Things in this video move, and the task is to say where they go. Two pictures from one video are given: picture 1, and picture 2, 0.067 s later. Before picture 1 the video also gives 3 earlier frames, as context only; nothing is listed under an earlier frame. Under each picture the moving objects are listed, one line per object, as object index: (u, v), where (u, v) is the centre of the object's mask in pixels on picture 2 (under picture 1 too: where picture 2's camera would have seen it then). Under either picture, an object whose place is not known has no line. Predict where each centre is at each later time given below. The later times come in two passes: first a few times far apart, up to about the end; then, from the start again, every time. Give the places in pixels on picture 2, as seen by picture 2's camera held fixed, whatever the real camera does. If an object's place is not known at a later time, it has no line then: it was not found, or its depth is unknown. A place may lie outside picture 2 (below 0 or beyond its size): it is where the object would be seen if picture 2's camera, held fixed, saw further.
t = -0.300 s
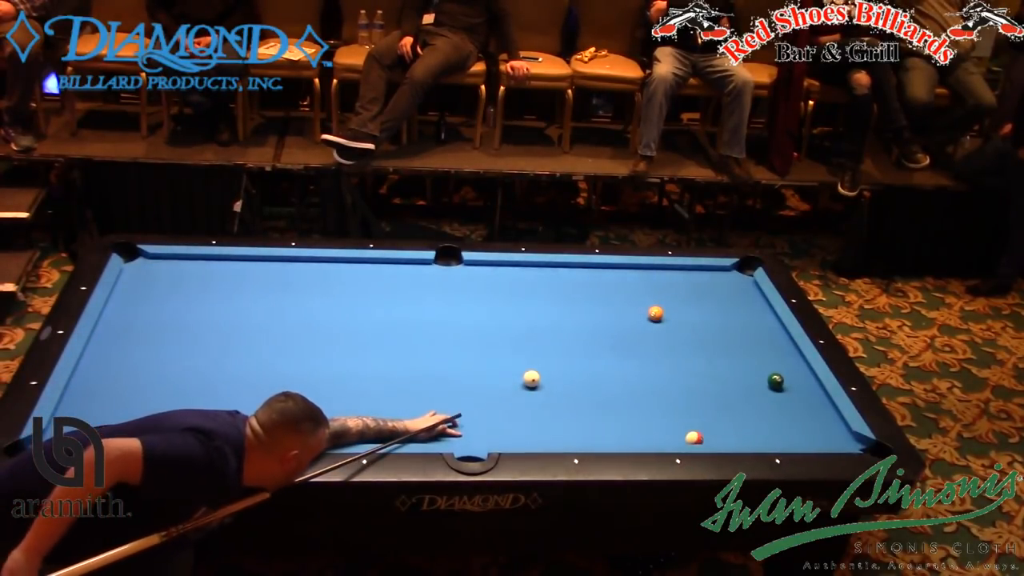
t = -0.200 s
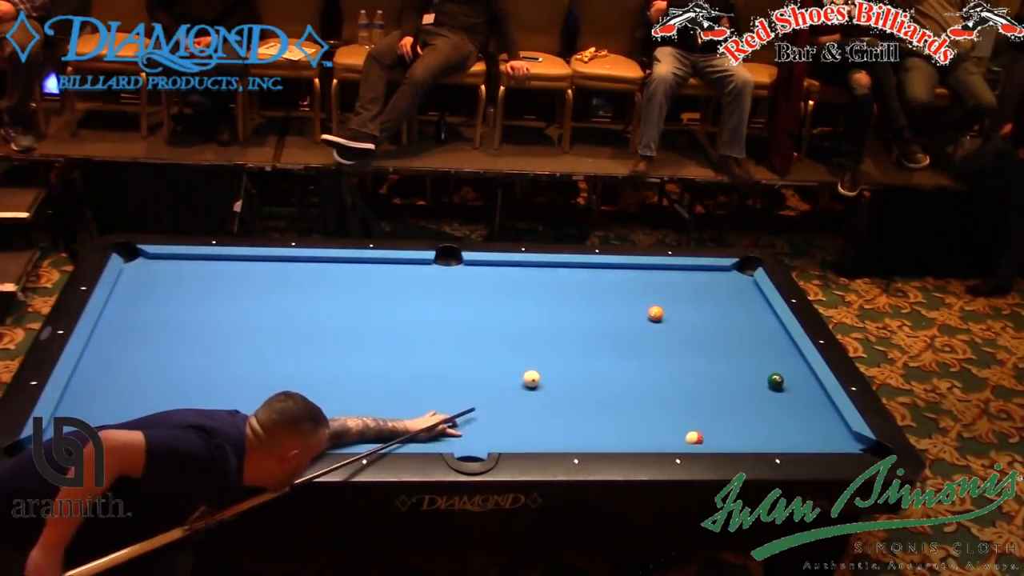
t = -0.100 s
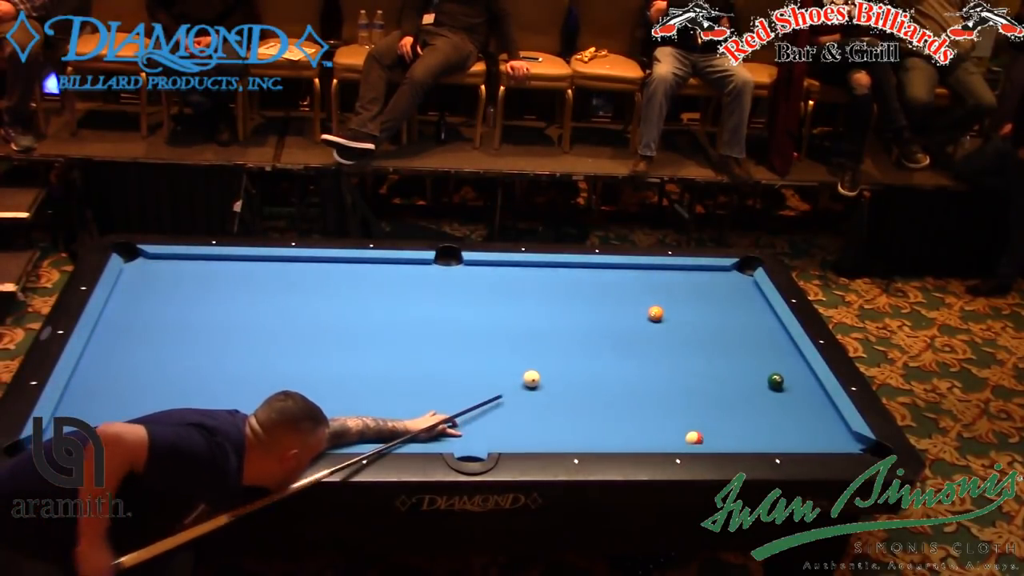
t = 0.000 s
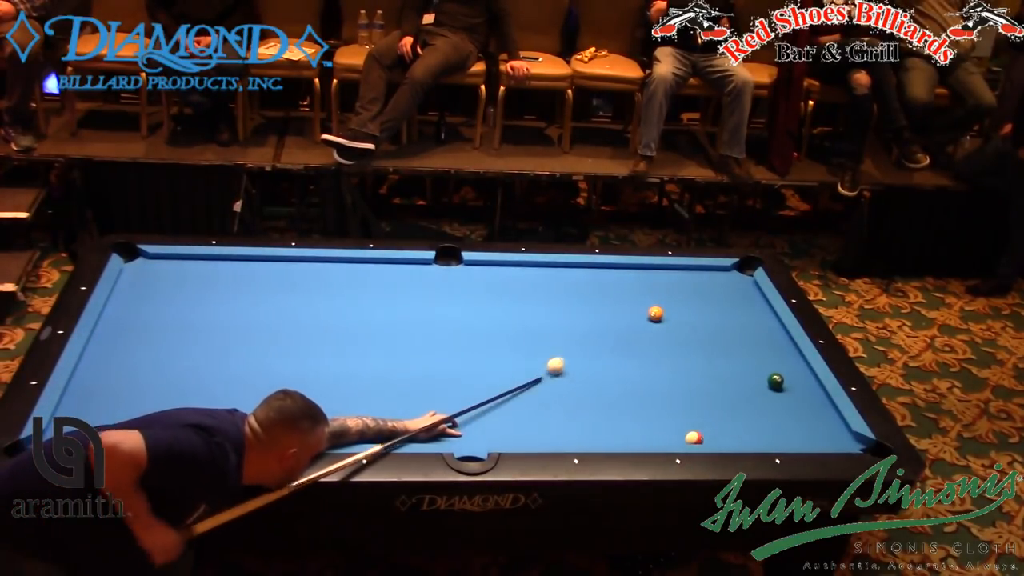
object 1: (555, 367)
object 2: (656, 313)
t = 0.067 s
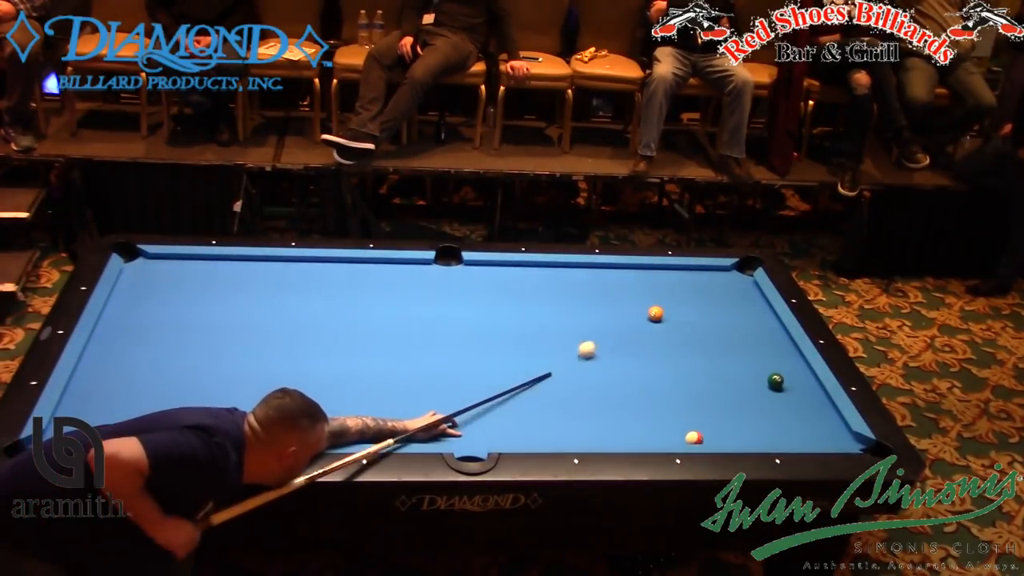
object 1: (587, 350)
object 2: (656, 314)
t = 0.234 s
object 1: (646, 319)
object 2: (660, 311)
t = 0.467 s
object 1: (643, 319)
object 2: (723, 279)
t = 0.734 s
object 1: (641, 320)
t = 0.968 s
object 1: (640, 320)
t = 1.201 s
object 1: (640, 320)
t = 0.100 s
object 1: (601, 343)
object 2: (656, 314)
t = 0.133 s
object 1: (614, 335)
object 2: (656, 313)
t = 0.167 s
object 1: (627, 329)
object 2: (656, 314)
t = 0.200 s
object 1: (639, 322)
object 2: (656, 314)
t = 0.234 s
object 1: (646, 319)
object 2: (660, 311)
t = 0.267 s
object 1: (646, 319)
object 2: (670, 306)
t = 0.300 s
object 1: (645, 319)
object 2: (680, 301)
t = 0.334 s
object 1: (645, 319)
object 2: (690, 296)
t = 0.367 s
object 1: (644, 319)
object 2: (699, 291)
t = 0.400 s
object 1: (644, 319)
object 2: (707, 287)
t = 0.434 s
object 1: (643, 319)
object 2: (715, 283)
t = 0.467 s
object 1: (643, 319)
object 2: (723, 279)
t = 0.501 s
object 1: (643, 319)
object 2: (730, 276)
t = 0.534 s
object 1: (642, 320)
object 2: (737, 272)
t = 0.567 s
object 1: (642, 320)
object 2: (743, 269)
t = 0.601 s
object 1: (642, 320)
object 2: (749, 267)
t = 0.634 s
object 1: (642, 320)
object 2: (755, 265)
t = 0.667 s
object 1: (641, 320)
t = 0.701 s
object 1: (641, 320)
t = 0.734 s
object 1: (641, 320)
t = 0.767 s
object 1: (640, 320)
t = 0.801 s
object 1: (640, 320)
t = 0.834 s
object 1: (640, 320)
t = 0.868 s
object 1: (640, 320)
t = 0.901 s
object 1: (640, 320)
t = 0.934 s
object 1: (640, 320)
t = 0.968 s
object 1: (640, 320)
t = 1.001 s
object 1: (640, 320)
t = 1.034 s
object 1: (640, 320)
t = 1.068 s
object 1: (640, 320)
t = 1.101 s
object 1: (640, 320)
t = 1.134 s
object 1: (640, 320)
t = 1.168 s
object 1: (640, 320)
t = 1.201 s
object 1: (640, 320)
